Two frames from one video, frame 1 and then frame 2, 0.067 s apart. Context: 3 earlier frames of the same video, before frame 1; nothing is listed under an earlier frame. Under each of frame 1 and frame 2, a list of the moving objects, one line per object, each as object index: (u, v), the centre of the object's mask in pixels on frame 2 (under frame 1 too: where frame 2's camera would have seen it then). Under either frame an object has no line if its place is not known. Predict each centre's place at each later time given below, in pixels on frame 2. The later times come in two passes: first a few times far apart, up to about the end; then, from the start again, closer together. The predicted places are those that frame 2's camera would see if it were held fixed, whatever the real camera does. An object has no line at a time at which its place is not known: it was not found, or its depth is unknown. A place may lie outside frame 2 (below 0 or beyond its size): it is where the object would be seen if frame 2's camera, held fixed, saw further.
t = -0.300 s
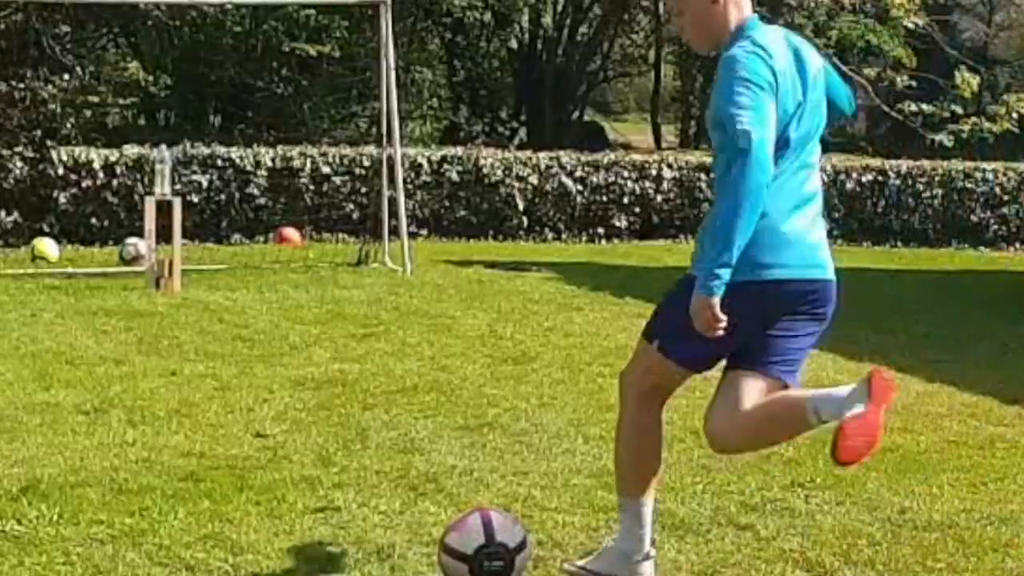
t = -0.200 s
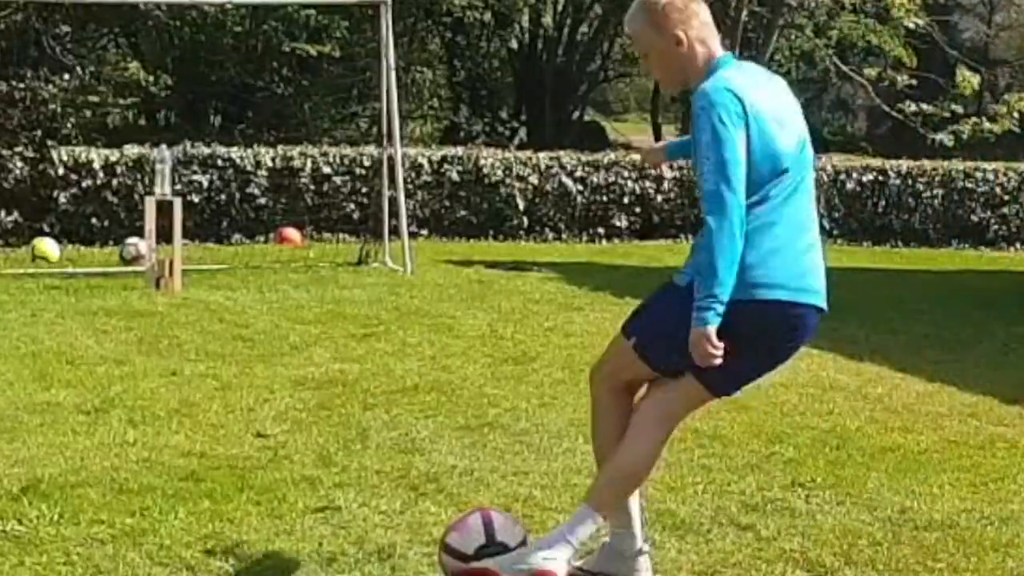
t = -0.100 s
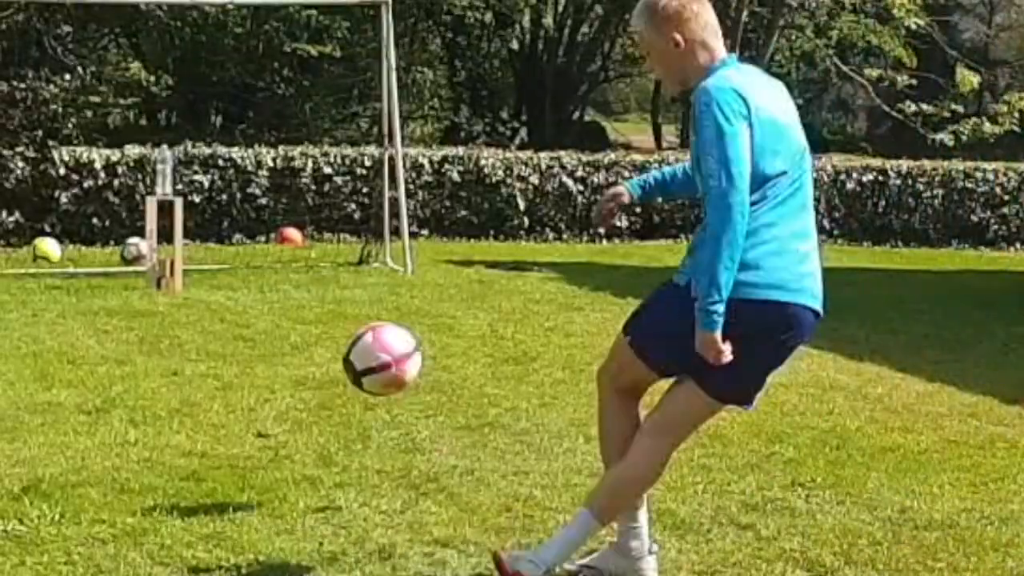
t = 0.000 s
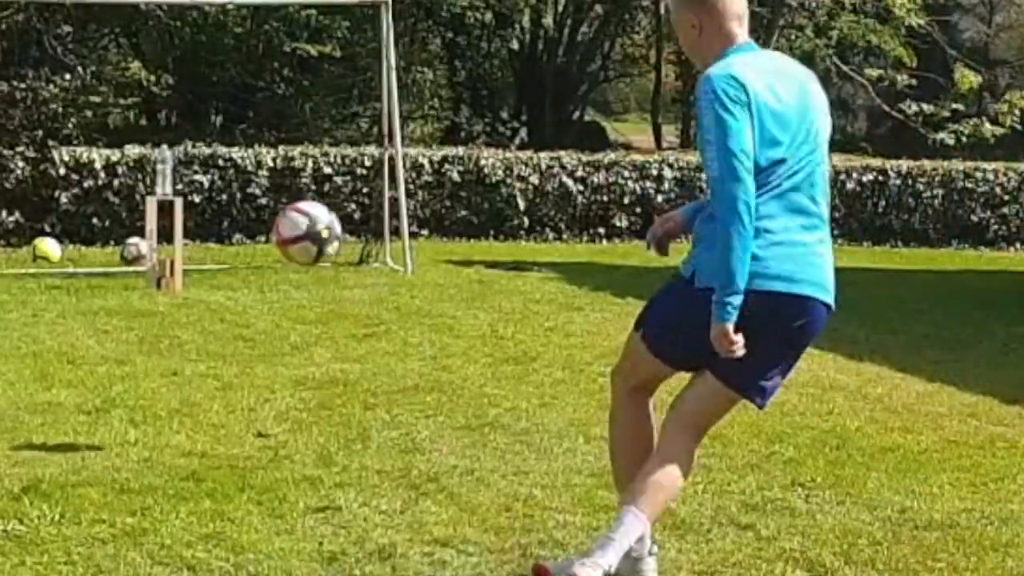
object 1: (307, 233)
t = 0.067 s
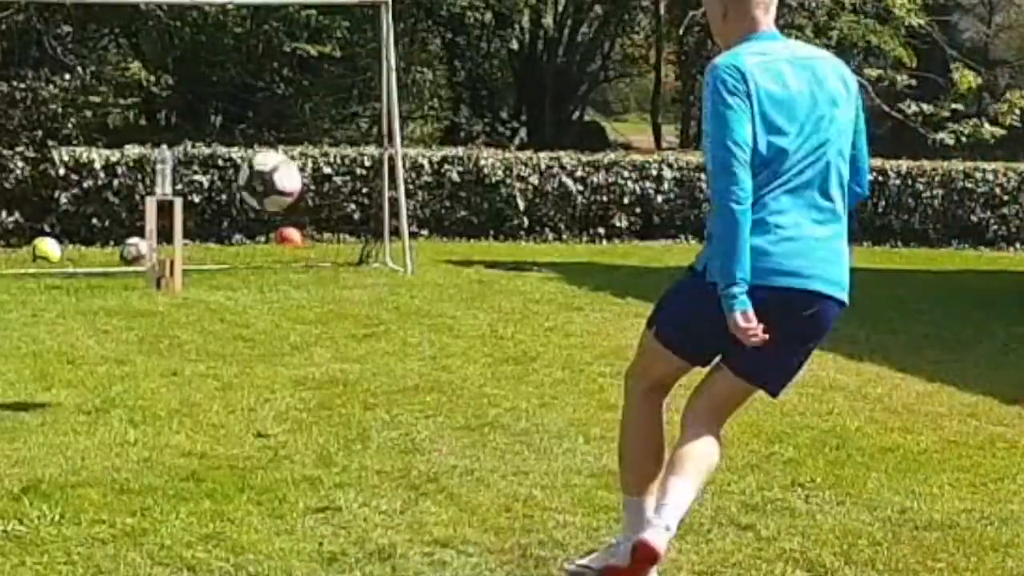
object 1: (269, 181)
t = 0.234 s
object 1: (208, 122)
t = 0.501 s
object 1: (160, 153)
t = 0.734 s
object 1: (116, 181)
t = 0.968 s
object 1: (85, 153)
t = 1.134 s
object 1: (70, 151)
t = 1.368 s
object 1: (50, 216)
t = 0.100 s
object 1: (256, 162)
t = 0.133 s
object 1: (241, 147)
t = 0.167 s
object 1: (228, 134)
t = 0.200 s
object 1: (218, 127)
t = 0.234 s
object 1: (208, 122)
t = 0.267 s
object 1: (199, 120)
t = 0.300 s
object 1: (192, 119)
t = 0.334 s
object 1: (184, 120)
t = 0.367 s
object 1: (179, 124)
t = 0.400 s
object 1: (172, 129)
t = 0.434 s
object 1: (167, 135)
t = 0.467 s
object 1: (164, 144)
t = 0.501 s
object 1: (160, 153)
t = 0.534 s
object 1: (159, 161)
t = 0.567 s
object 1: (154, 166)
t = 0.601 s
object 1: (145, 169)
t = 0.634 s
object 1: (136, 172)
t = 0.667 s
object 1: (130, 178)
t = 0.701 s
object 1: (124, 178)
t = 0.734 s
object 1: (116, 181)
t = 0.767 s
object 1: (107, 180)
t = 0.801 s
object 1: (99, 177)
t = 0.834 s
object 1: (93, 172)
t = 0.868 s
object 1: (92, 165)
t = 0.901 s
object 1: (89, 160)
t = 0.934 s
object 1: (88, 155)
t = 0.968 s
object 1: (85, 153)
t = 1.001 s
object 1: (81, 147)
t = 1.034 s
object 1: (76, 145)
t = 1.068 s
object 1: (74, 146)
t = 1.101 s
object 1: (72, 146)
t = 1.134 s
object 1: (70, 151)
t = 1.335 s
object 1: (52, 202)
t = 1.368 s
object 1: (50, 216)
